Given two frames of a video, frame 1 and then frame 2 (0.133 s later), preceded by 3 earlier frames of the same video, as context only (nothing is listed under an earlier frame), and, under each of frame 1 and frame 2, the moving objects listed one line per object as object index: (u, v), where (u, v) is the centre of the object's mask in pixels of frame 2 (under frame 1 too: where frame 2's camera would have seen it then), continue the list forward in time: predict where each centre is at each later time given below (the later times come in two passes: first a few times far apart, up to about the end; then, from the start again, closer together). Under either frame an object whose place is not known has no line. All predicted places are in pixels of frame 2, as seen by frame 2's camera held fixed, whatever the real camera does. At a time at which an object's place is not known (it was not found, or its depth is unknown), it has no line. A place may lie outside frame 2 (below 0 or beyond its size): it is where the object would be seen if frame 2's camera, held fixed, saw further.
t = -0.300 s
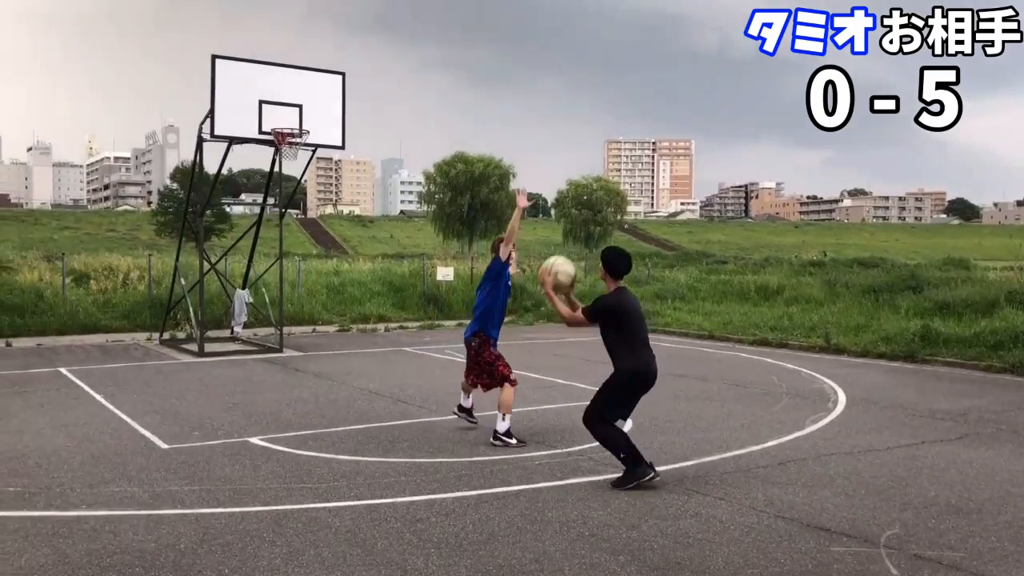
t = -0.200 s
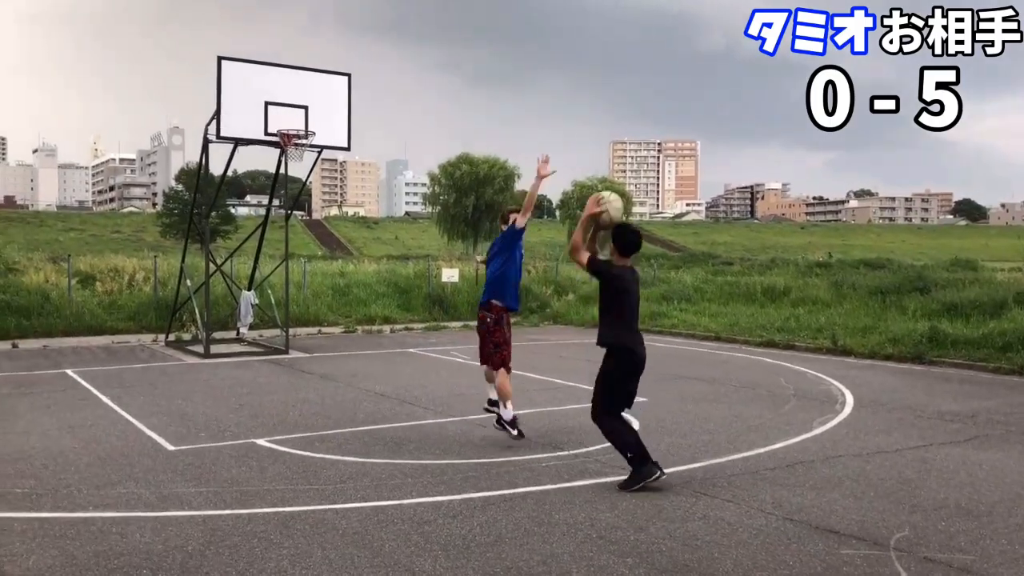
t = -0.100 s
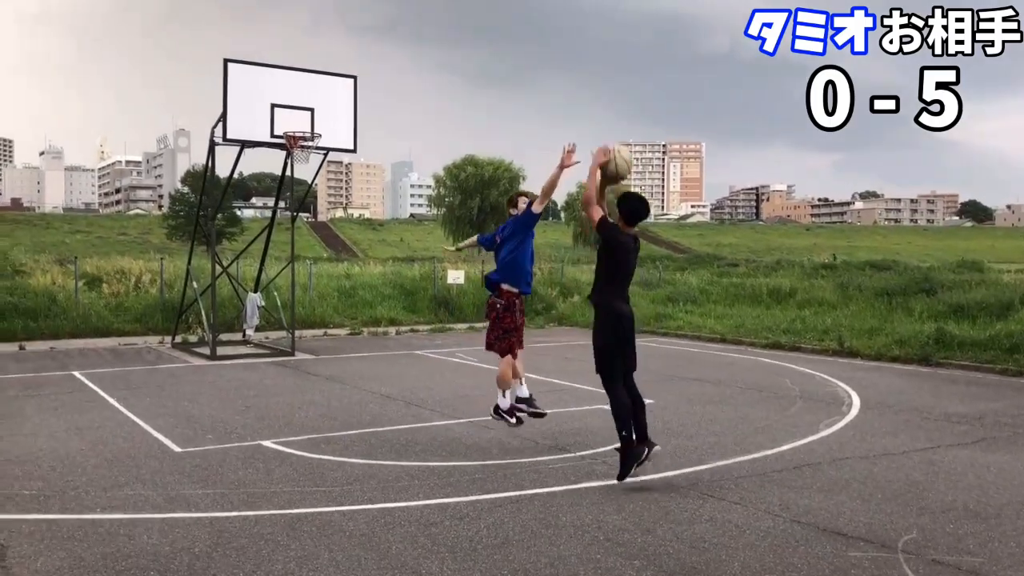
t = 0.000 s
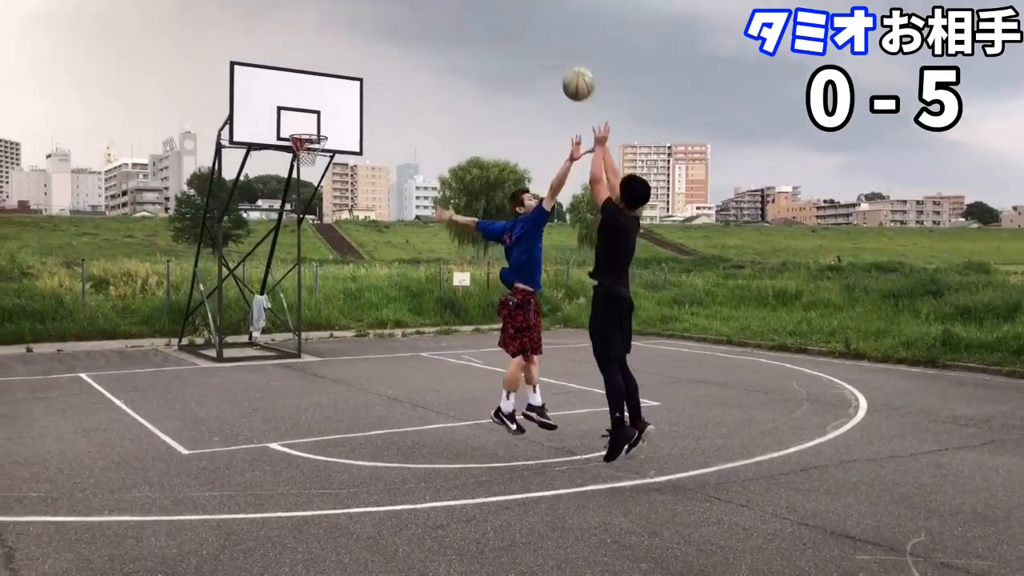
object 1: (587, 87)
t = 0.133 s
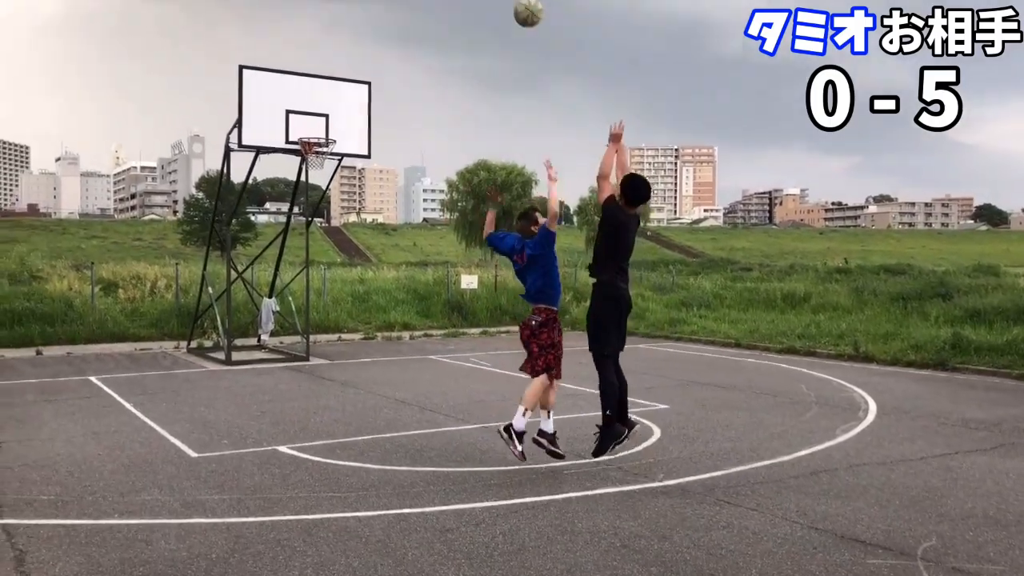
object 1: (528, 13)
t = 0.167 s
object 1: (514, 6)
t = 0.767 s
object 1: (351, 0)
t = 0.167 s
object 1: (514, 6)
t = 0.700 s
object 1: (365, -11)
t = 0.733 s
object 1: (358, -8)
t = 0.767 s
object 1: (351, 0)
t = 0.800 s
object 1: (345, 8)
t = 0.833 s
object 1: (339, 19)
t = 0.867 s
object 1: (333, 29)
